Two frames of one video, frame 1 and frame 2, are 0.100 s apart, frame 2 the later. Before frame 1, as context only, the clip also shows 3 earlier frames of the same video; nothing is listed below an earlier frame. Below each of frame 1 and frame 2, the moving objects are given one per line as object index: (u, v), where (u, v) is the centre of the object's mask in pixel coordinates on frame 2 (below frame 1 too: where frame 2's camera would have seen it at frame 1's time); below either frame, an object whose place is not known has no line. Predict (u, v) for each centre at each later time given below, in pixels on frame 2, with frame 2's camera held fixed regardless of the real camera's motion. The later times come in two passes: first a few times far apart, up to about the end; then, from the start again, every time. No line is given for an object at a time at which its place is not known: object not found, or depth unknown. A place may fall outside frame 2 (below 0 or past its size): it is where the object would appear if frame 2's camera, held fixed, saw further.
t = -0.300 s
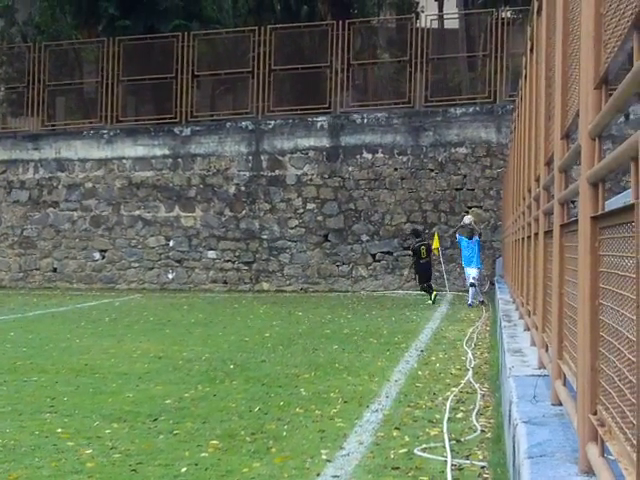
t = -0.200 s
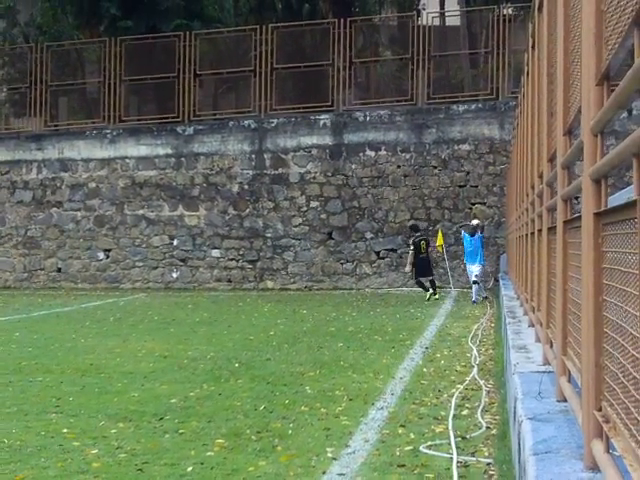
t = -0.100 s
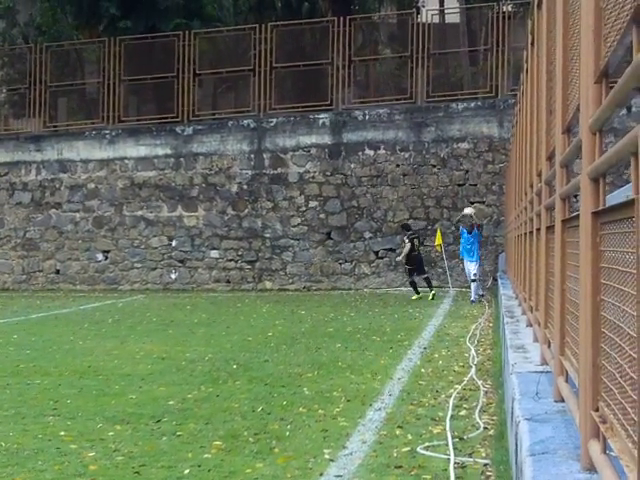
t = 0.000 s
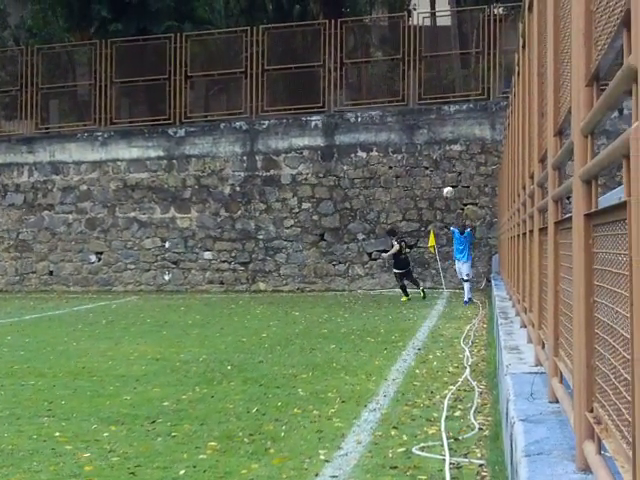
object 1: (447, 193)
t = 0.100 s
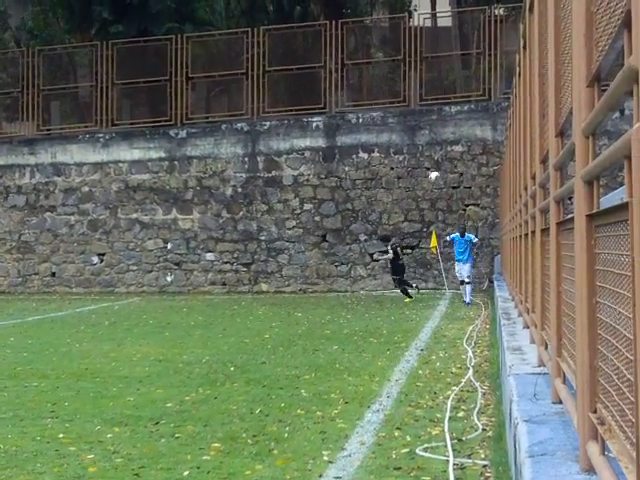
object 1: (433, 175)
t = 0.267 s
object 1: (407, 158)
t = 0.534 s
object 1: (365, 154)
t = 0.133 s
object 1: (428, 171)
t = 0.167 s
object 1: (418, 167)
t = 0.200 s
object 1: (415, 166)
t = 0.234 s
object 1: (411, 161)
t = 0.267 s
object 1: (407, 158)
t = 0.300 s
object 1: (400, 157)
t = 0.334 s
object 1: (395, 152)
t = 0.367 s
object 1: (391, 153)
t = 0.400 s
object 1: (386, 151)
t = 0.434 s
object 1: (379, 151)
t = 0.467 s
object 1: (371, 150)
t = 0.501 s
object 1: (369, 151)
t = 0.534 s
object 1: (365, 154)
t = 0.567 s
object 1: (358, 154)
